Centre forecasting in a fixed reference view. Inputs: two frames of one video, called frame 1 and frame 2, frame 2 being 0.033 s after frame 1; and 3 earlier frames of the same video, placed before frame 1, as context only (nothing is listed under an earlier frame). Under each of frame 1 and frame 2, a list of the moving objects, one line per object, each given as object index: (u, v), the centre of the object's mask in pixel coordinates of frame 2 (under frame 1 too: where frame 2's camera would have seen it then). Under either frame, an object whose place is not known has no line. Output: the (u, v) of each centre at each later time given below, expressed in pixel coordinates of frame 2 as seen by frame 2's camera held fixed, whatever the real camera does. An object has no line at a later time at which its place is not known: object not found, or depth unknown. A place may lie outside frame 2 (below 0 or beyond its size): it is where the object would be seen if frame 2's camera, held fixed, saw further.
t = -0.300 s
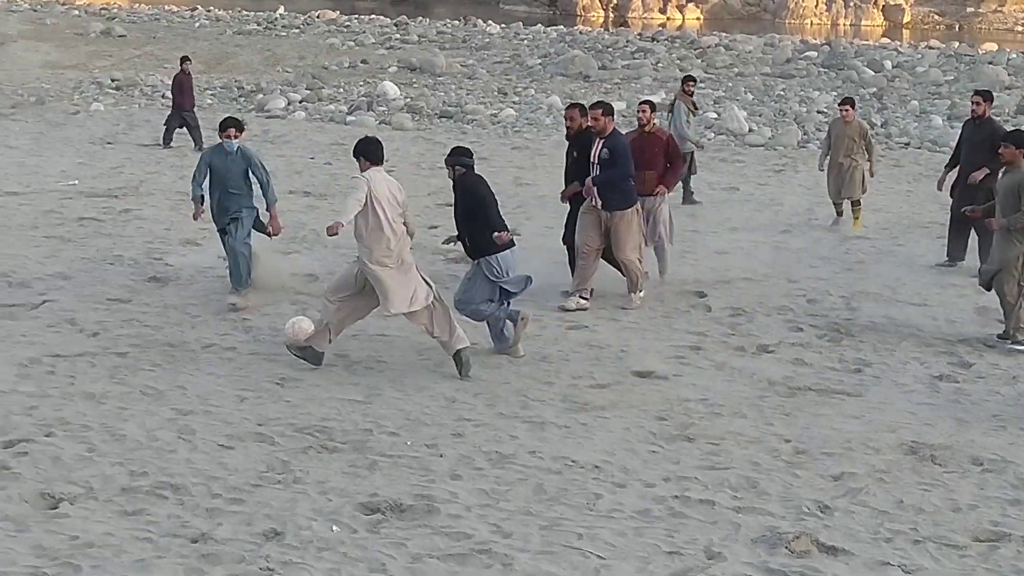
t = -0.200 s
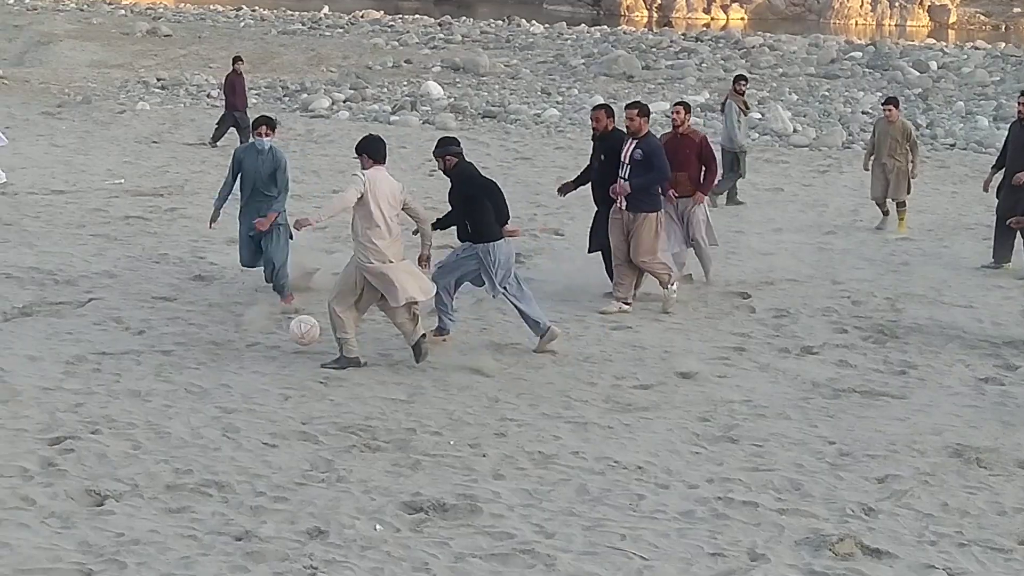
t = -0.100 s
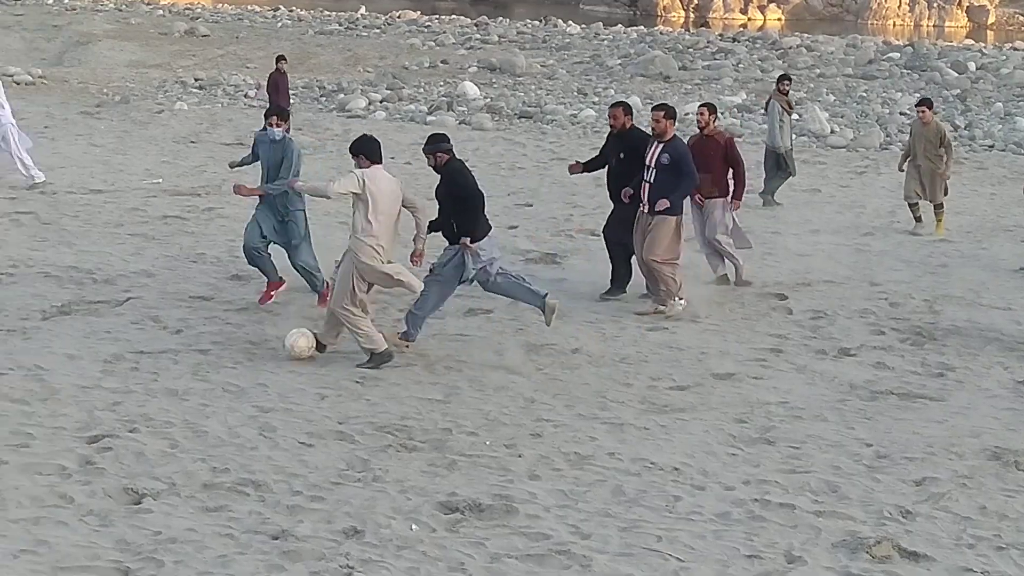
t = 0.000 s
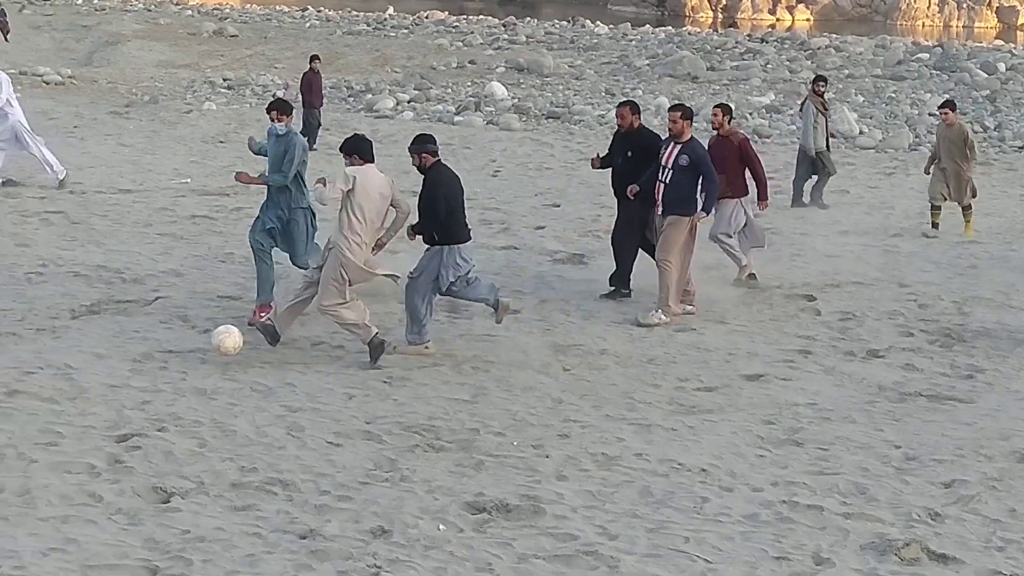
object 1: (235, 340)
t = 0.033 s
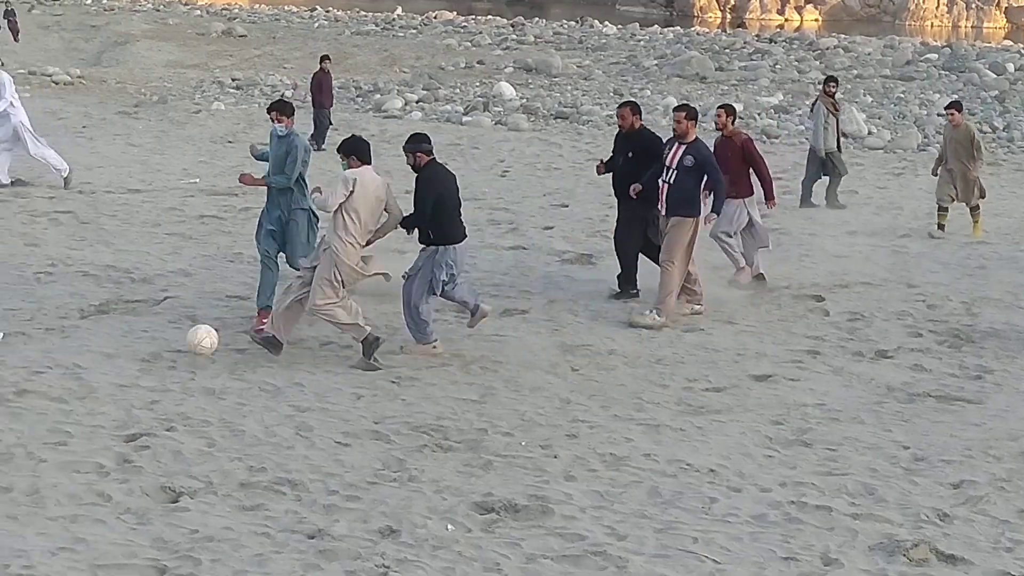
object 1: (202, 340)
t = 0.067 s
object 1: (169, 340)
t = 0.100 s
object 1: (135, 344)
